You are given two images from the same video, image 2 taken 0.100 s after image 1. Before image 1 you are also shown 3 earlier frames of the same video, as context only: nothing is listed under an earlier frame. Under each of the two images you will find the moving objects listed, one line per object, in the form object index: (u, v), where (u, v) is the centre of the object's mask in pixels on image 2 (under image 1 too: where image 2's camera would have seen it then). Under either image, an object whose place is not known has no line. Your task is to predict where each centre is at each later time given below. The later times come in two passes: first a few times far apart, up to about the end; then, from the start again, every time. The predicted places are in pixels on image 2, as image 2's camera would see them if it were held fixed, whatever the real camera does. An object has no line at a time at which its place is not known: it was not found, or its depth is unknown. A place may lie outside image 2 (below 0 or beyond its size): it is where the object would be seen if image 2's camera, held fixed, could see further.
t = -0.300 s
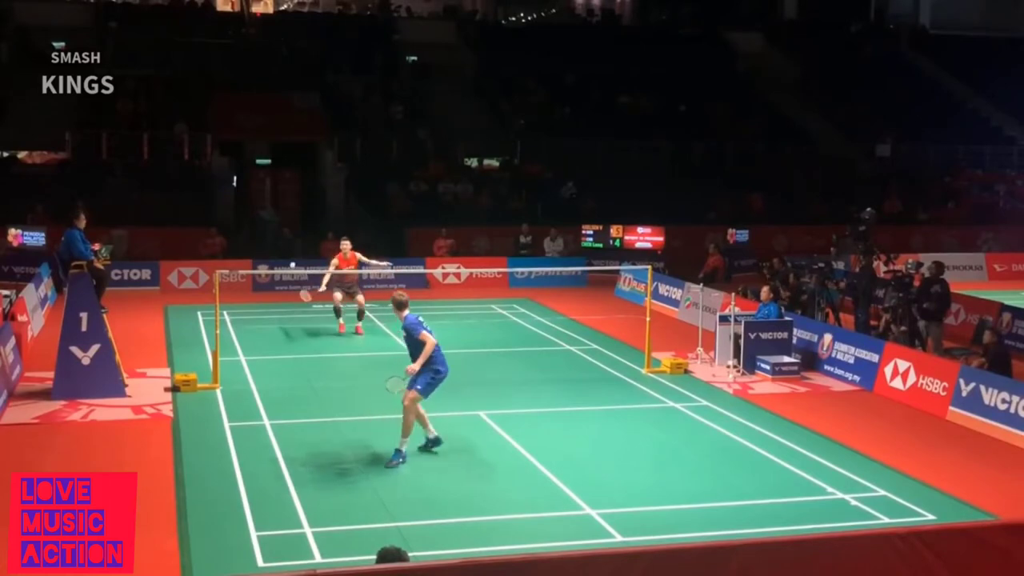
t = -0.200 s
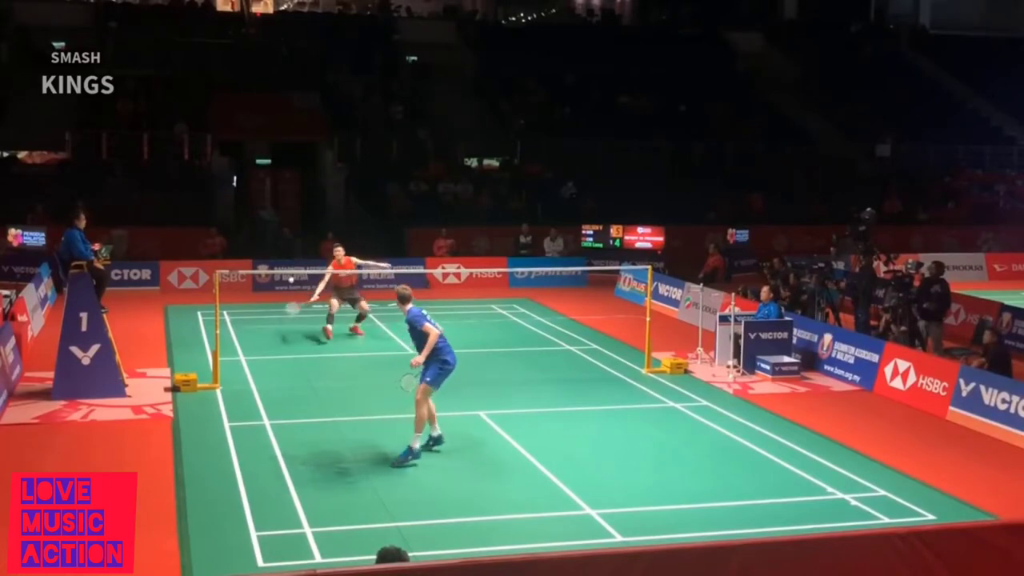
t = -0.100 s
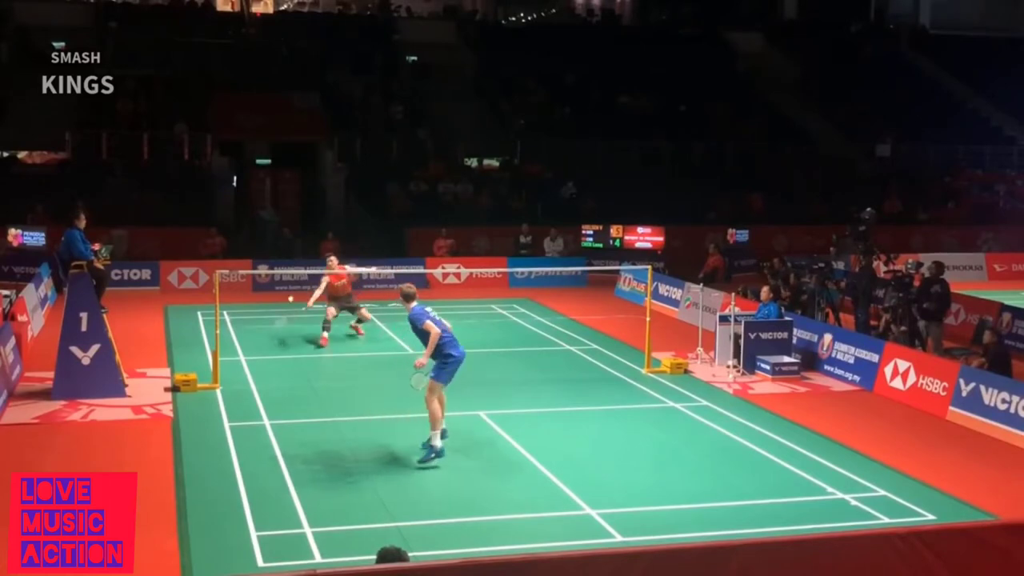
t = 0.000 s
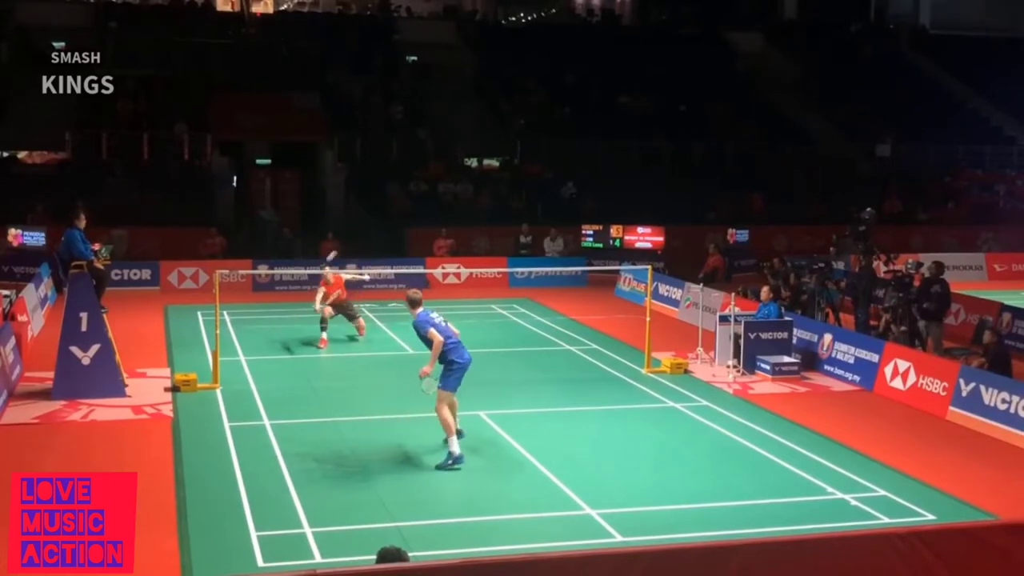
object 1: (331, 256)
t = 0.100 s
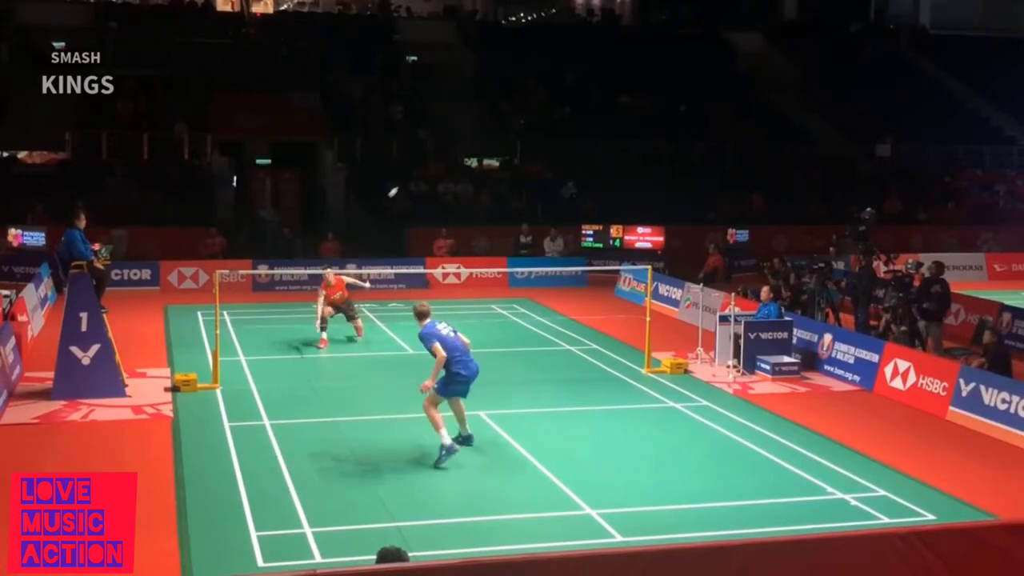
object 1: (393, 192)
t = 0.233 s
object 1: (456, 132)
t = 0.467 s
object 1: (544, 77)
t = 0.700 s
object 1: (616, 71)
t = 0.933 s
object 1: (675, 113)
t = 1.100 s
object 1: (710, 171)
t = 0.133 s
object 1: (410, 175)
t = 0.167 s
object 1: (426, 159)
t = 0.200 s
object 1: (441, 144)
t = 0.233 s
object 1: (456, 132)
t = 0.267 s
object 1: (470, 120)
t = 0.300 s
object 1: (484, 109)
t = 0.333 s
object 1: (496, 102)
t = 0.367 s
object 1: (509, 94)
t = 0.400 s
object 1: (521, 87)
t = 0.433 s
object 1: (532, 82)
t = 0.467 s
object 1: (544, 77)
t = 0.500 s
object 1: (555, 74)
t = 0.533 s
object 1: (566, 70)
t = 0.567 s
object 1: (577, 69)
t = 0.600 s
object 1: (587, 68)
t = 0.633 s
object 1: (597, 68)
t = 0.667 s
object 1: (606, 69)
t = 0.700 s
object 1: (616, 71)
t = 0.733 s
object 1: (625, 74)
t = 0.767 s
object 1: (634, 78)
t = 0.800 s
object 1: (643, 83)
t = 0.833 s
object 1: (651, 90)
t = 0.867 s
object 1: (659, 96)
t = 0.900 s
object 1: (667, 104)
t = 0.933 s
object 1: (675, 113)
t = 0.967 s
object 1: (683, 123)
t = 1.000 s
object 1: (690, 133)
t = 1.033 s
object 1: (697, 145)
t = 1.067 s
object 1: (703, 158)
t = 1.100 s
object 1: (710, 171)
